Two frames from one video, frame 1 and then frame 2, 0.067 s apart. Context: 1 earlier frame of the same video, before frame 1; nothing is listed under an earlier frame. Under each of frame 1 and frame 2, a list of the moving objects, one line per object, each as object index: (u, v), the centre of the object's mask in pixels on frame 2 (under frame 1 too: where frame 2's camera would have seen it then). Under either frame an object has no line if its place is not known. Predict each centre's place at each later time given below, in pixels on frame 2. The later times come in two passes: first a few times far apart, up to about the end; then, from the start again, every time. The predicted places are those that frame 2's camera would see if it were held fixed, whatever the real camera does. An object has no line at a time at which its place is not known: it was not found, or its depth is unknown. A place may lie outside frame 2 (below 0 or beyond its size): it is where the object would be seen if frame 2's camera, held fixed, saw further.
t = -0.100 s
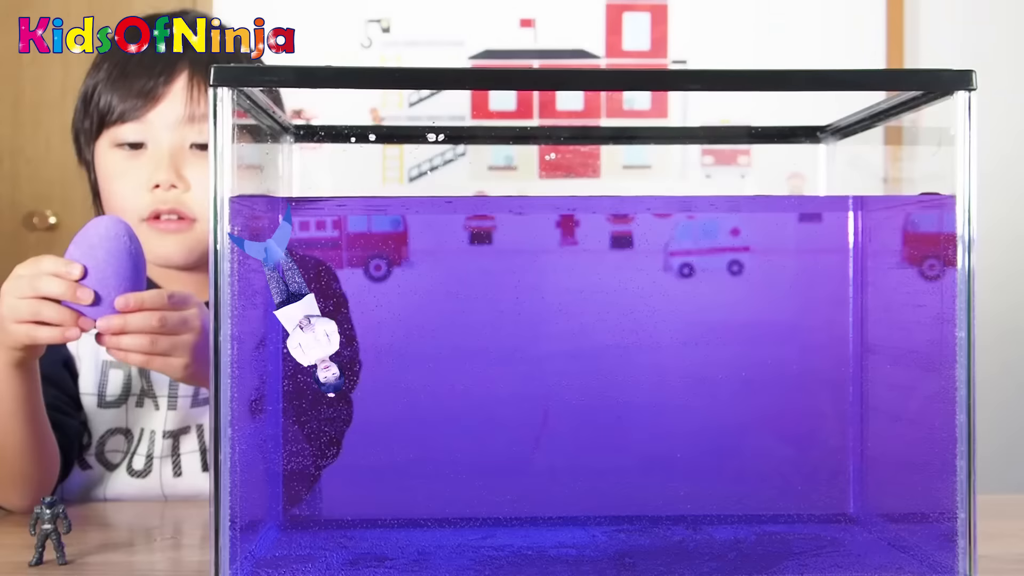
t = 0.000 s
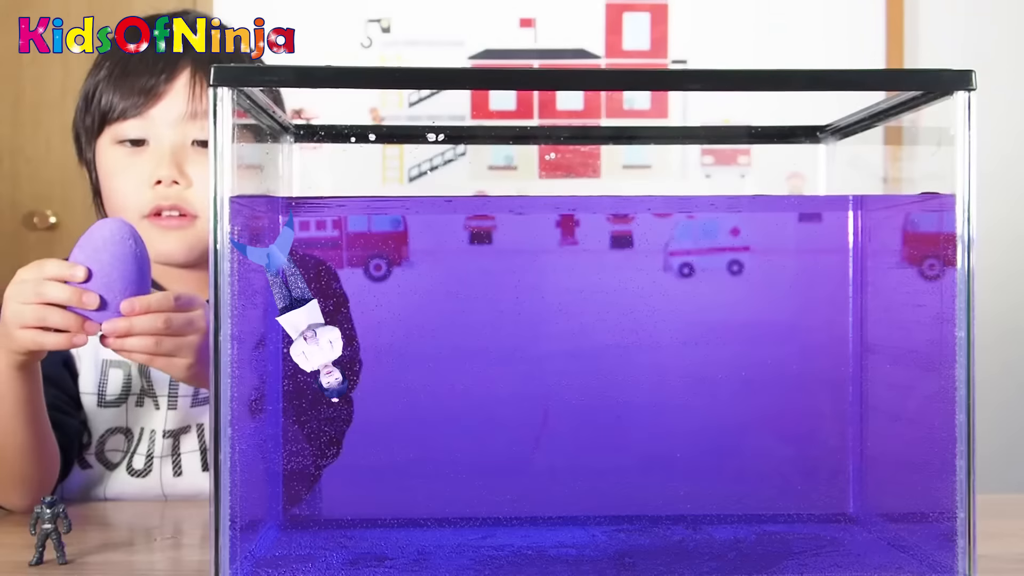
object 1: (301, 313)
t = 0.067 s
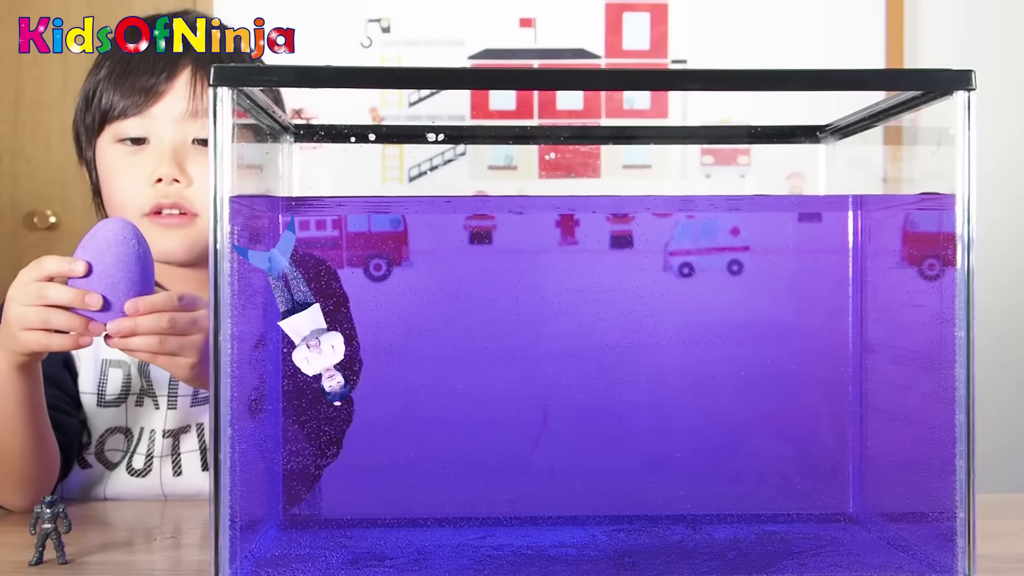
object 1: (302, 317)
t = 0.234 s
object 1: (307, 327)
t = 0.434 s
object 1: (315, 344)
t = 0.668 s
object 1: (324, 363)
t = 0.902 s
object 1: (328, 375)
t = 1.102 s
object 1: (331, 381)
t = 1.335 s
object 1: (336, 392)
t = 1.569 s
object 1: (343, 406)
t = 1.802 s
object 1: (349, 419)
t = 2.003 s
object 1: (356, 431)
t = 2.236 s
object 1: (367, 447)
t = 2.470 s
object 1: (379, 463)
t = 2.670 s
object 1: (384, 474)
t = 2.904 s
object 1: (387, 488)
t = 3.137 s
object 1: (395, 499)
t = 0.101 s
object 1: (303, 319)
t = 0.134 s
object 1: (304, 321)
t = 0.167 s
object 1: (305, 323)
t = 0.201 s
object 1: (306, 325)
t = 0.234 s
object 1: (307, 327)
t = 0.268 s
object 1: (308, 329)
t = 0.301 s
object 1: (310, 332)
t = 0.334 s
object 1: (311, 335)
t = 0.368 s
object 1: (312, 337)
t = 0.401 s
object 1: (314, 340)
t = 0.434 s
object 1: (315, 344)
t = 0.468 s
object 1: (317, 348)
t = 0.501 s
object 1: (319, 352)
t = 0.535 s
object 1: (320, 355)
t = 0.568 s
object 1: (321, 357)
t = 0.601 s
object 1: (323, 360)
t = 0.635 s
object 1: (323, 361)
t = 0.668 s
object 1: (324, 363)
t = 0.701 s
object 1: (325, 365)
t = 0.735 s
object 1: (326, 367)
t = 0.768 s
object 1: (327, 369)
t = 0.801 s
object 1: (327, 371)
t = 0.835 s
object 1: (328, 372)
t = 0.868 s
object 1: (328, 373)
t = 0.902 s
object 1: (328, 375)
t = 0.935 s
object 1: (329, 376)
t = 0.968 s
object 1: (329, 377)
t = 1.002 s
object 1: (329, 379)
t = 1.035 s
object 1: (330, 379)
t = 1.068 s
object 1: (330, 380)
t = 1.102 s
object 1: (331, 381)
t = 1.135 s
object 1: (331, 382)
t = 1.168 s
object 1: (332, 384)
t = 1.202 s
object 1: (333, 385)
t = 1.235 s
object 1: (333, 387)
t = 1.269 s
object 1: (334, 389)
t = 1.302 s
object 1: (335, 391)
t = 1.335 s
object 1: (336, 392)
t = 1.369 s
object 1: (337, 394)
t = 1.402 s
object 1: (338, 396)
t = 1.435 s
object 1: (339, 398)
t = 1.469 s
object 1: (340, 401)
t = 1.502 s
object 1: (341, 402)
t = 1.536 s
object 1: (342, 404)
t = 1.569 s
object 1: (343, 406)
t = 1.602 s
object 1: (343, 408)
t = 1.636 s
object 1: (345, 410)
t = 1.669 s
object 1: (345, 411)
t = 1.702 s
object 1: (346, 413)
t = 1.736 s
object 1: (347, 415)
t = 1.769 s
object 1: (348, 417)
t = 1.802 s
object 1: (349, 419)
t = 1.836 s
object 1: (351, 420)
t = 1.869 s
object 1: (352, 422)
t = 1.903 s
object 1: (353, 424)
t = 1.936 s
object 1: (354, 426)
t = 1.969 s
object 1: (355, 429)
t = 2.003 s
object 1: (356, 431)
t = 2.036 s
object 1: (358, 433)
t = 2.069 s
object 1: (359, 435)
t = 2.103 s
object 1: (360, 437)
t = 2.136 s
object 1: (362, 439)
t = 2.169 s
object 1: (363, 442)
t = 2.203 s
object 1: (365, 444)
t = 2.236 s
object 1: (367, 447)
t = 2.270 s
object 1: (368, 449)
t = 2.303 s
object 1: (370, 451)
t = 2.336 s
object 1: (372, 454)
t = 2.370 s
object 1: (374, 457)
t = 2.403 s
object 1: (376, 459)
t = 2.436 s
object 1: (378, 462)
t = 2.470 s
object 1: (379, 463)
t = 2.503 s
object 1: (380, 465)
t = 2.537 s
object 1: (381, 467)
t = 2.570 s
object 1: (382, 469)
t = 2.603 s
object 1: (382, 471)
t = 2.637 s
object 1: (383, 473)
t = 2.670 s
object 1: (384, 474)
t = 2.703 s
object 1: (384, 476)
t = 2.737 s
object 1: (384, 477)
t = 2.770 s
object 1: (384, 479)
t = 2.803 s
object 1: (384, 481)
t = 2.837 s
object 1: (385, 483)
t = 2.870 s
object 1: (386, 486)
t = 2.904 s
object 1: (387, 488)
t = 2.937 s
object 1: (388, 491)
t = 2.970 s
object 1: (390, 493)
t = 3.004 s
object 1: (391, 494)
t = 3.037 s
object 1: (392, 496)
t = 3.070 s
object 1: (393, 497)
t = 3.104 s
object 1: (394, 498)
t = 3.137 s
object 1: (395, 499)
